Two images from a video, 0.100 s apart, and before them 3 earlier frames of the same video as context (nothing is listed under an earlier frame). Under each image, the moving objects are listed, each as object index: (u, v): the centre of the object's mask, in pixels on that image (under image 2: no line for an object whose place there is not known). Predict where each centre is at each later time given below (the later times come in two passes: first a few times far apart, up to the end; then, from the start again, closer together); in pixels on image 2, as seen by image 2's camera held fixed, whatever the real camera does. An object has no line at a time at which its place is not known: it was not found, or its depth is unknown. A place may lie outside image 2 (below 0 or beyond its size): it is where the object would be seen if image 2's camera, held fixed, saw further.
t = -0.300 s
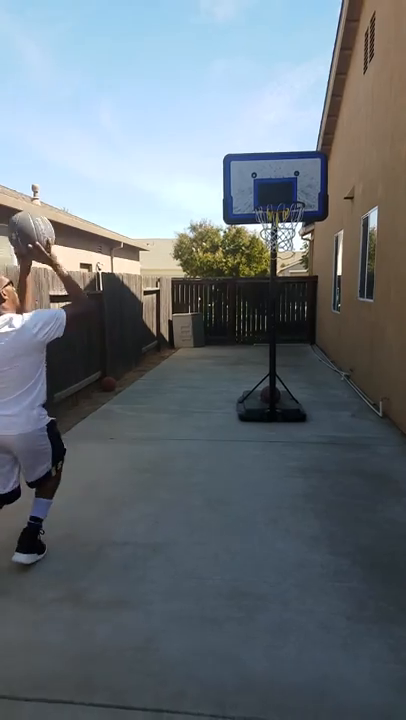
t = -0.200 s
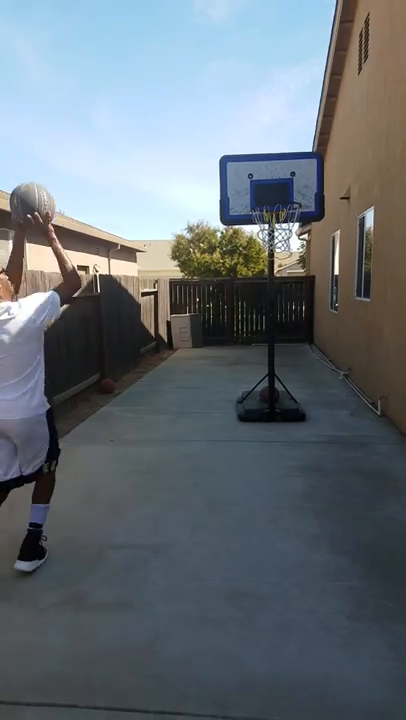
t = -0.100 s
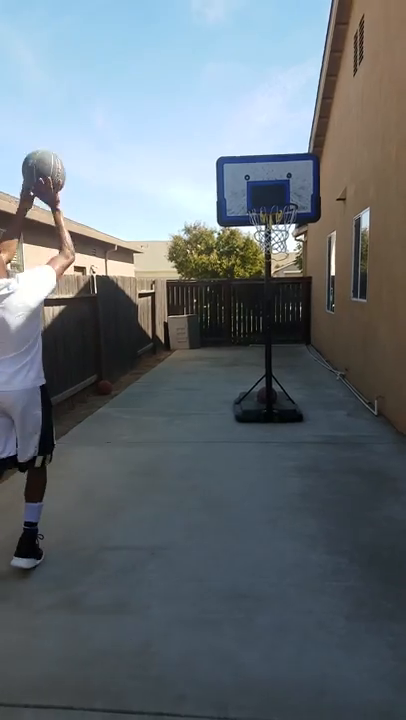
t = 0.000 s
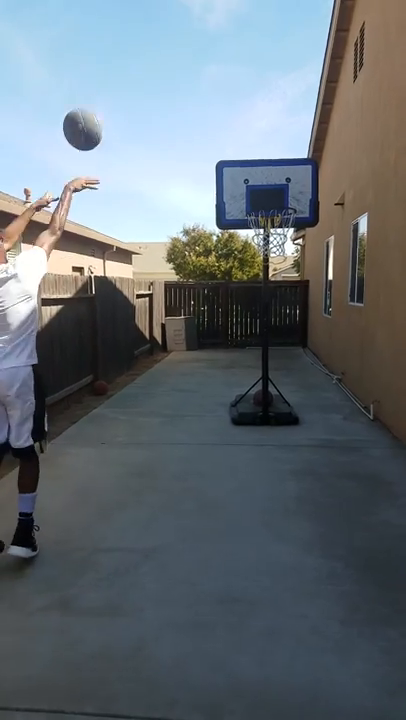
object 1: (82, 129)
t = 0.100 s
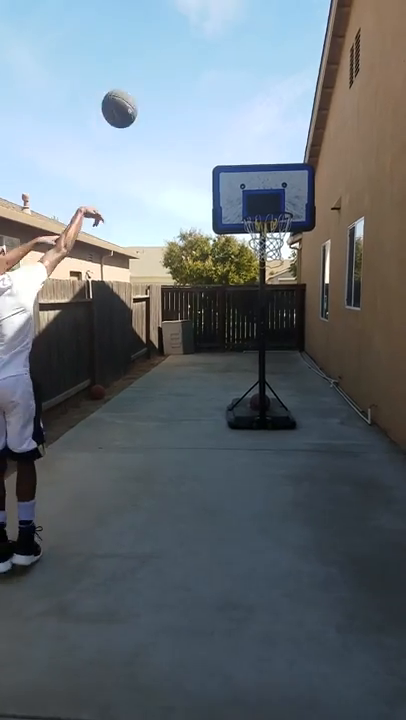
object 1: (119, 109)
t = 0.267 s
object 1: (172, 99)
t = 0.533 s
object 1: (236, 151)
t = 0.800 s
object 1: (271, 243)
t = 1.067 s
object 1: (261, 313)
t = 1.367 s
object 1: (261, 424)
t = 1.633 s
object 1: (243, 325)
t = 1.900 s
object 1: (218, 295)
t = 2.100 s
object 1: (202, 337)
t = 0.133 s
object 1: (131, 104)
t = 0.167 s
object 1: (142, 100)
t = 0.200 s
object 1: (152, 98)
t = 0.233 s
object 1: (162, 98)
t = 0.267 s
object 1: (172, 99)
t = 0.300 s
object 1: (181, 102)
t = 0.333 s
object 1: (190, 106)
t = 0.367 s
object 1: (199, 110)
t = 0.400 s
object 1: (207, 116)
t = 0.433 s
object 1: (215, 124)
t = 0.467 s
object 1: (222, 132)
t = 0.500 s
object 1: (229, 141)
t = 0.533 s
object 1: (236, 151)
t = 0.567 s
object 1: (242, 162)
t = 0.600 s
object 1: (248, 174)
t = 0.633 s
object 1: (255, 189)
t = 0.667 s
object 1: (258, 201)
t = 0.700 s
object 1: (261, 207)
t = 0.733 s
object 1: (271, 226)
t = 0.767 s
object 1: (276, 234)
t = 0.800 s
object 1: (271, 243)
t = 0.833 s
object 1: (271, 250)
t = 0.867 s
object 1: (271, 257)
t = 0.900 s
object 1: (270, 264)
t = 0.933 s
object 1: (270, 272)
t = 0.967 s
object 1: (269, 280)
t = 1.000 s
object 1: (269, 288)
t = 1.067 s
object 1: (261, 313)
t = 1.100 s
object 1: (263, 323)
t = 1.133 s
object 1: (266, 337)
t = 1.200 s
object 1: (264, 373)
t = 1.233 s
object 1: (264, 390)
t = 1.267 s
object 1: (264, 408)
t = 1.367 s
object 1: (261, 424)
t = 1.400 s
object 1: (259, 408)
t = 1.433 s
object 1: (258, 396)
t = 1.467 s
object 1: (255, 382)
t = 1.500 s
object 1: (253, 368)
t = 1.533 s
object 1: (249, 356)
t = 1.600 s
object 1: (244, 336)
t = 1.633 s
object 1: (243, 325)
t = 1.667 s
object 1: (240, 318)
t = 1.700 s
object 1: (239, 311)
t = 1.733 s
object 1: (234, 305)
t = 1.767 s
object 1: (233, 301)
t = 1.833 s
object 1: (226, 295)
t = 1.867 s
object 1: (222, 294)
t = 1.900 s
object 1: (218, 295)
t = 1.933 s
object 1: (215, 298)
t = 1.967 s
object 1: (213, 301)
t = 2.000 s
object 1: (210, 307)
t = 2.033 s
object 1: (207, 317)
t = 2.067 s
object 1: (204, 327)
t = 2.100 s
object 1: (202, 337)
